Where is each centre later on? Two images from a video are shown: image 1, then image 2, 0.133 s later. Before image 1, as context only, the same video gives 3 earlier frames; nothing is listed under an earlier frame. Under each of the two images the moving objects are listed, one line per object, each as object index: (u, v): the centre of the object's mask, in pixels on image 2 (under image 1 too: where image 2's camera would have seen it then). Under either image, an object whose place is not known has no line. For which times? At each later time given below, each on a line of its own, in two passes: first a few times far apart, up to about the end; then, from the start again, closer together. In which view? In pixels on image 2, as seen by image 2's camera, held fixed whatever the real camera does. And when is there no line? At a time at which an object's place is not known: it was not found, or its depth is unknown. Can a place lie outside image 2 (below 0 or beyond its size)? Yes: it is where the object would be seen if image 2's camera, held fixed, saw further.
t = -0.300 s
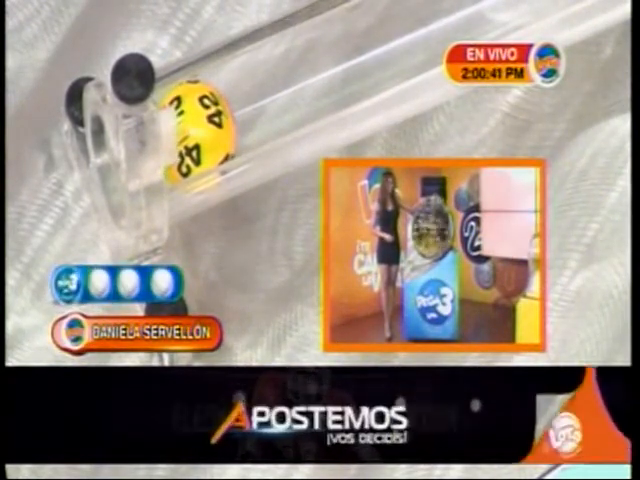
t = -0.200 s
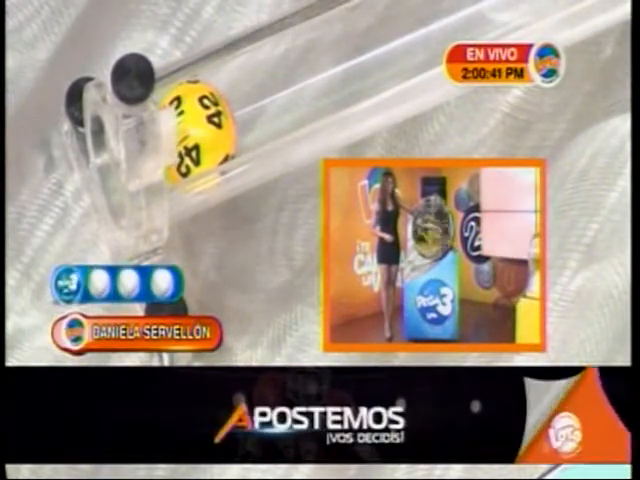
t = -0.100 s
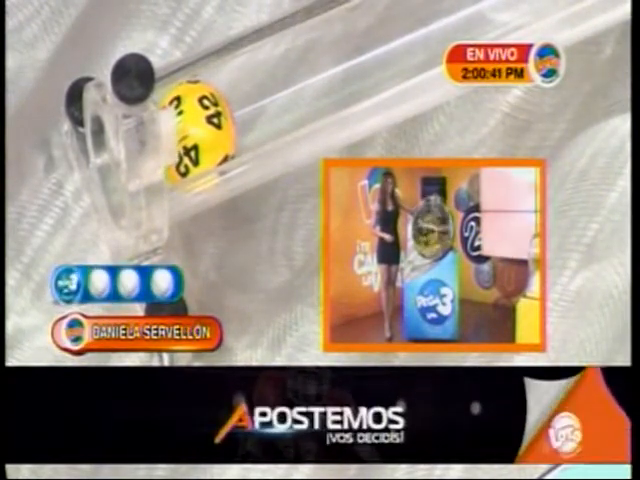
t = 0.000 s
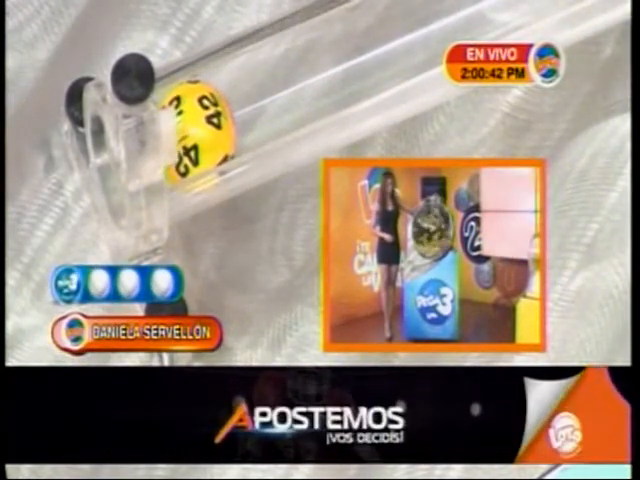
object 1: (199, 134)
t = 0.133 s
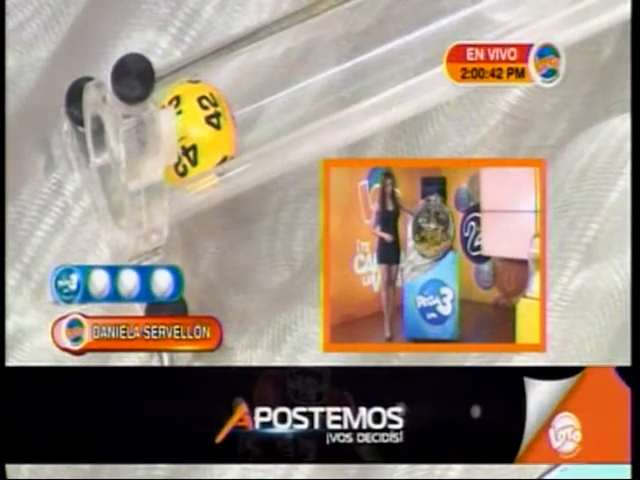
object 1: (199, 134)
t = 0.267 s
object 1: (199, 134)
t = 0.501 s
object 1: (208, 127)
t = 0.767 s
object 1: (199, 134)
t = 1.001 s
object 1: (199, 134)
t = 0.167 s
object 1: (199, 134)
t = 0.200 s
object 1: (199, 134)
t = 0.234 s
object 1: (199, 134)
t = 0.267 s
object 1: (199, 134)
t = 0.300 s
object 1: (199, 134)
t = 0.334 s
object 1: (199, 133)
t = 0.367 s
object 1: (199, 134)
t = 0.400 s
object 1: (199, 134)
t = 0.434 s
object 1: (199, 133)
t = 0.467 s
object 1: (202, 129)
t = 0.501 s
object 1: (208, 127)
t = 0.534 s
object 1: (205, 130)
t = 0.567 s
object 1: (200, 132)
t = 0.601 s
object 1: (198, 132)
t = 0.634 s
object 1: (198, 132)
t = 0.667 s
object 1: (198, 132)
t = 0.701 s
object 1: (198, 133)
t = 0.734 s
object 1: (199, 133)
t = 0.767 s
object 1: (199, 134)
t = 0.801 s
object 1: (199, 134)
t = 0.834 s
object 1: (199, 134)
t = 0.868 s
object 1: (199, 134)
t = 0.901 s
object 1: (199, 134)
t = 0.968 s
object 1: (199, 134)
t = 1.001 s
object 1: (199, 134)
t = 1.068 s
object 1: (199, 134)
